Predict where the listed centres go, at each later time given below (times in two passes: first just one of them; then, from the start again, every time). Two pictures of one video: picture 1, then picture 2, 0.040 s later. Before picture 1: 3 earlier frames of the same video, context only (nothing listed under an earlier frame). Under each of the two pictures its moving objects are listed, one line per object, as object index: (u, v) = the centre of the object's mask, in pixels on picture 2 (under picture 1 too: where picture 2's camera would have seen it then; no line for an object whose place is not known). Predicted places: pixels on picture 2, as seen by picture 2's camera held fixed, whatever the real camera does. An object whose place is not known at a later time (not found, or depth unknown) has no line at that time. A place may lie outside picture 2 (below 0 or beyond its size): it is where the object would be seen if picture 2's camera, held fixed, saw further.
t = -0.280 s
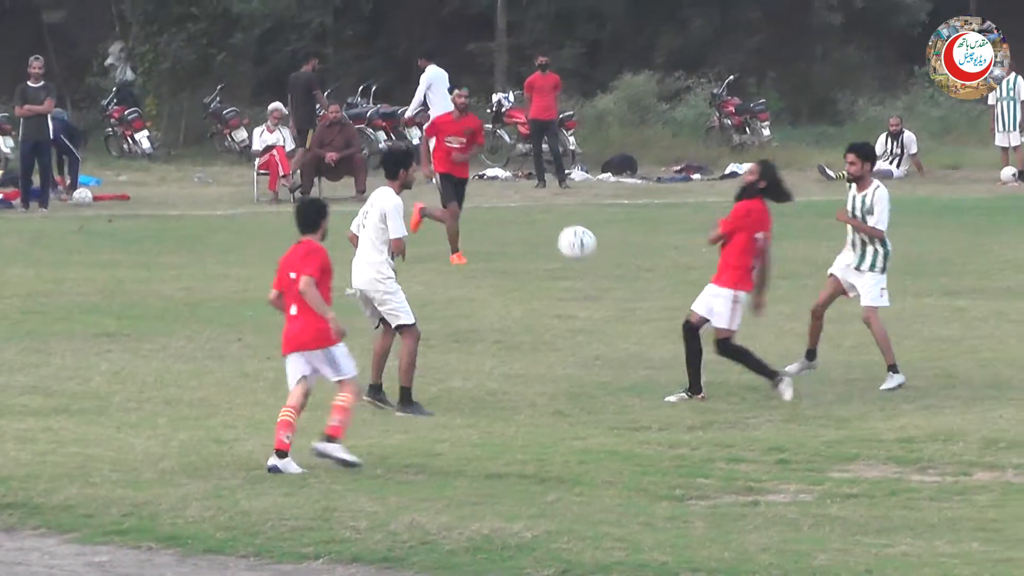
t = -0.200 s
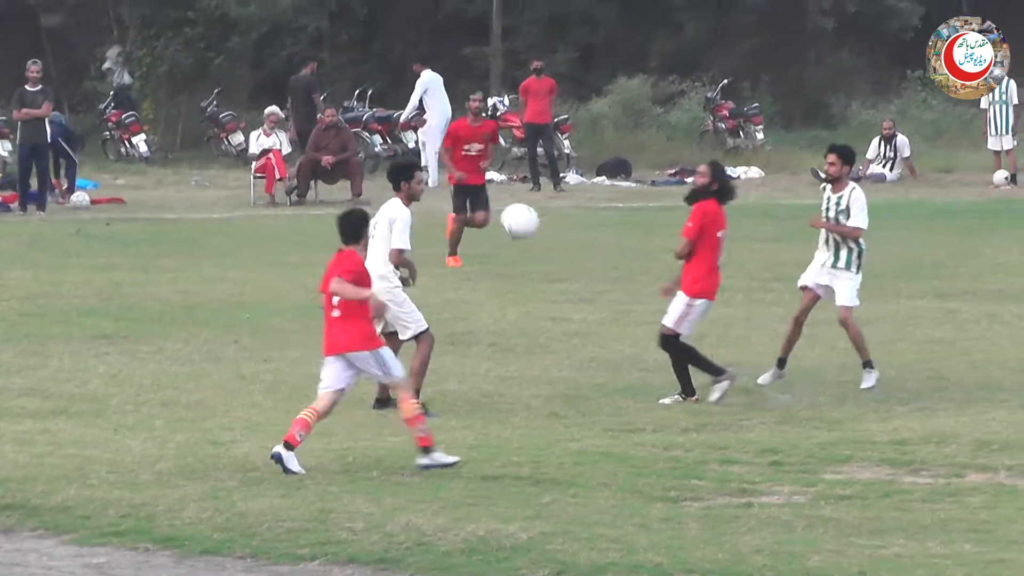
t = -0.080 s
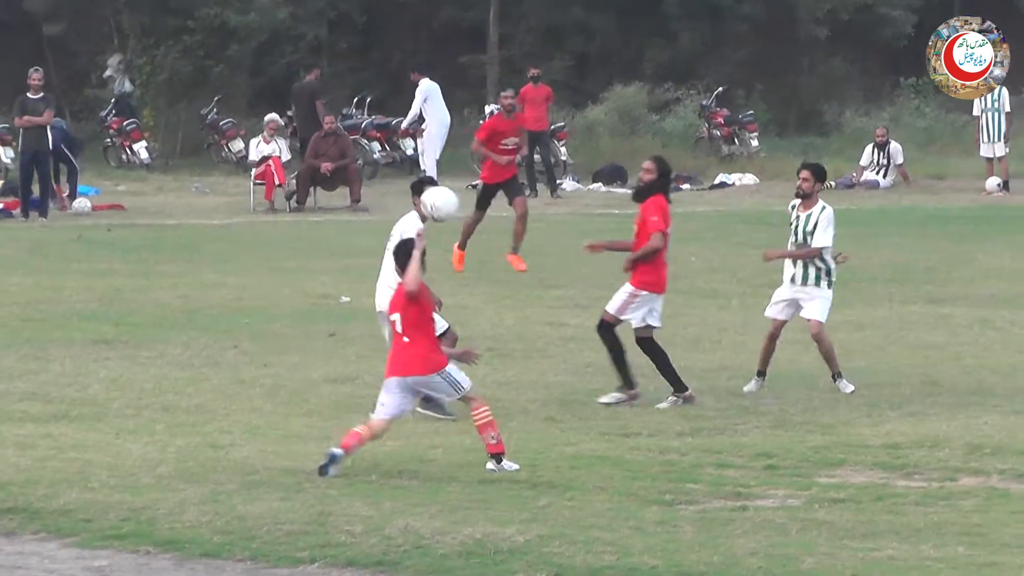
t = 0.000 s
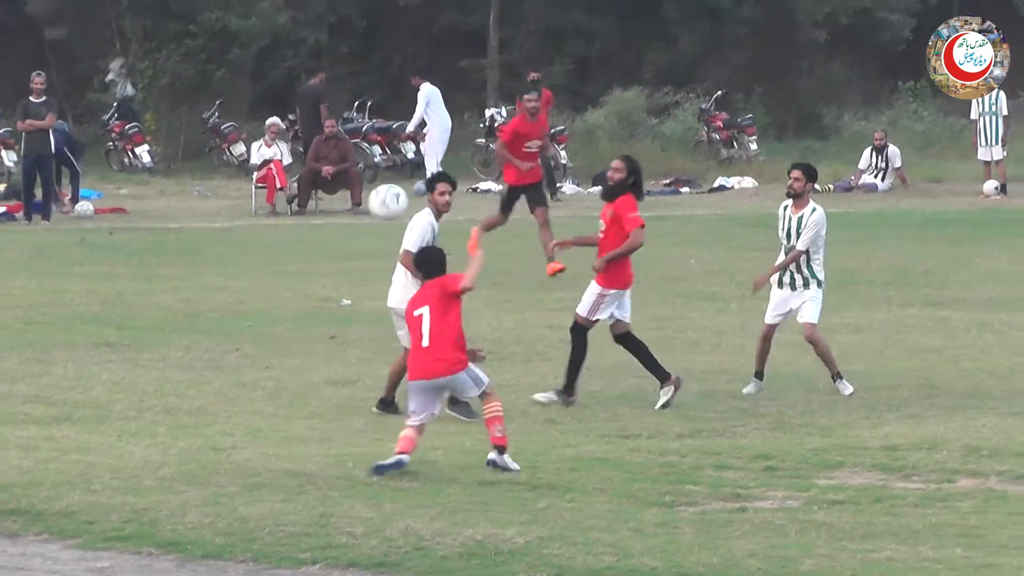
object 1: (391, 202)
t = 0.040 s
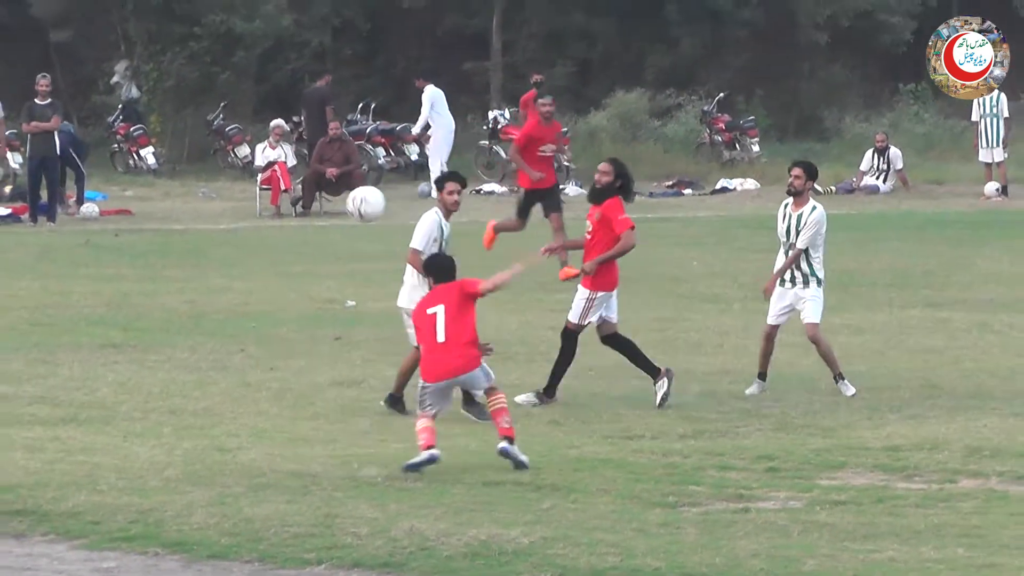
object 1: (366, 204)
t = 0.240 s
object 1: (235, 242)
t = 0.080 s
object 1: (341, 207)
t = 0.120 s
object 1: (315, 213)
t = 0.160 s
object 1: (289, 219)
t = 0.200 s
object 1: (262, 230)
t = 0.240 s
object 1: (235, 242)
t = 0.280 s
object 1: (208, 256)
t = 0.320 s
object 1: (181, 273)
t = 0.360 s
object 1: (152, 293)
